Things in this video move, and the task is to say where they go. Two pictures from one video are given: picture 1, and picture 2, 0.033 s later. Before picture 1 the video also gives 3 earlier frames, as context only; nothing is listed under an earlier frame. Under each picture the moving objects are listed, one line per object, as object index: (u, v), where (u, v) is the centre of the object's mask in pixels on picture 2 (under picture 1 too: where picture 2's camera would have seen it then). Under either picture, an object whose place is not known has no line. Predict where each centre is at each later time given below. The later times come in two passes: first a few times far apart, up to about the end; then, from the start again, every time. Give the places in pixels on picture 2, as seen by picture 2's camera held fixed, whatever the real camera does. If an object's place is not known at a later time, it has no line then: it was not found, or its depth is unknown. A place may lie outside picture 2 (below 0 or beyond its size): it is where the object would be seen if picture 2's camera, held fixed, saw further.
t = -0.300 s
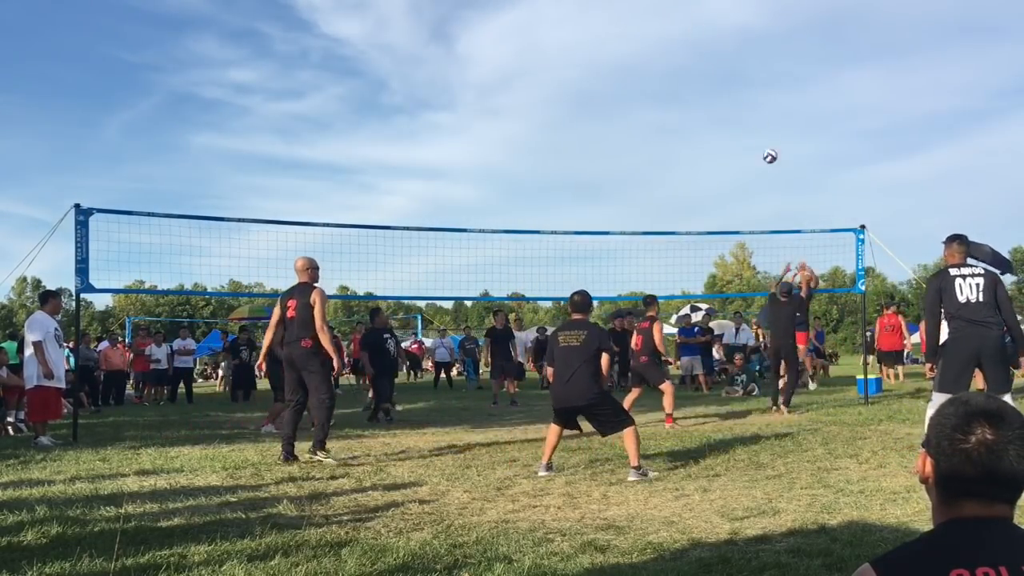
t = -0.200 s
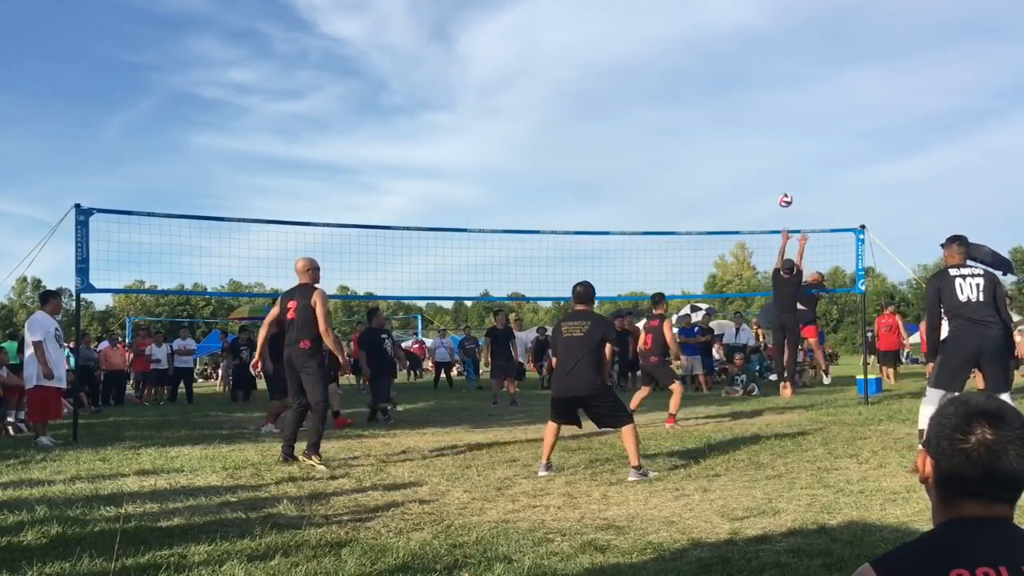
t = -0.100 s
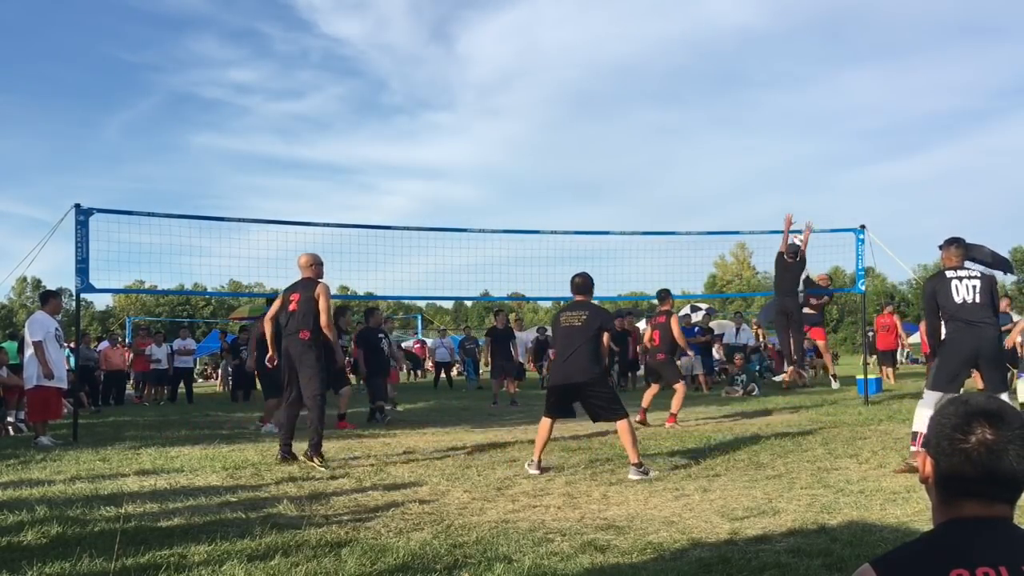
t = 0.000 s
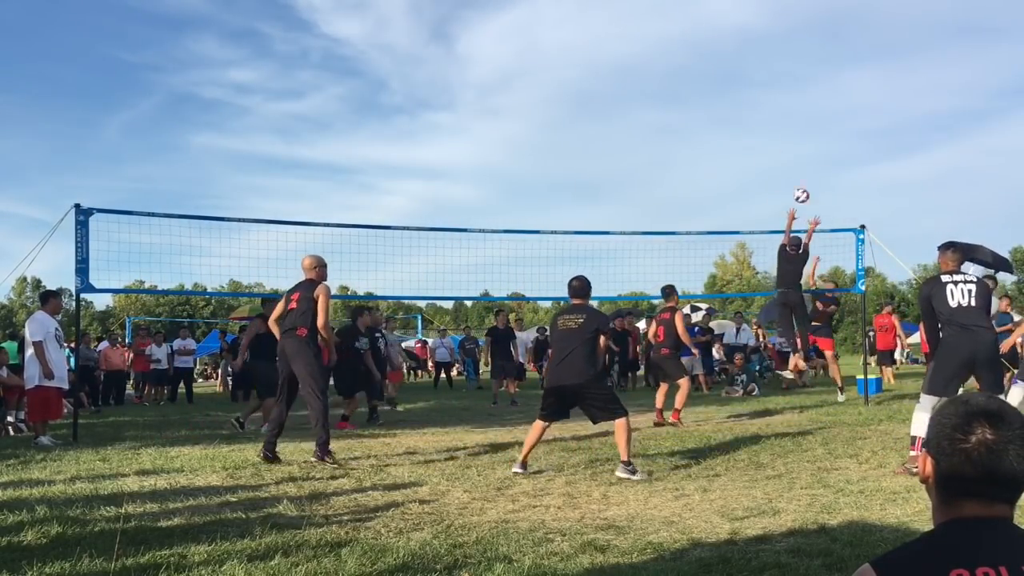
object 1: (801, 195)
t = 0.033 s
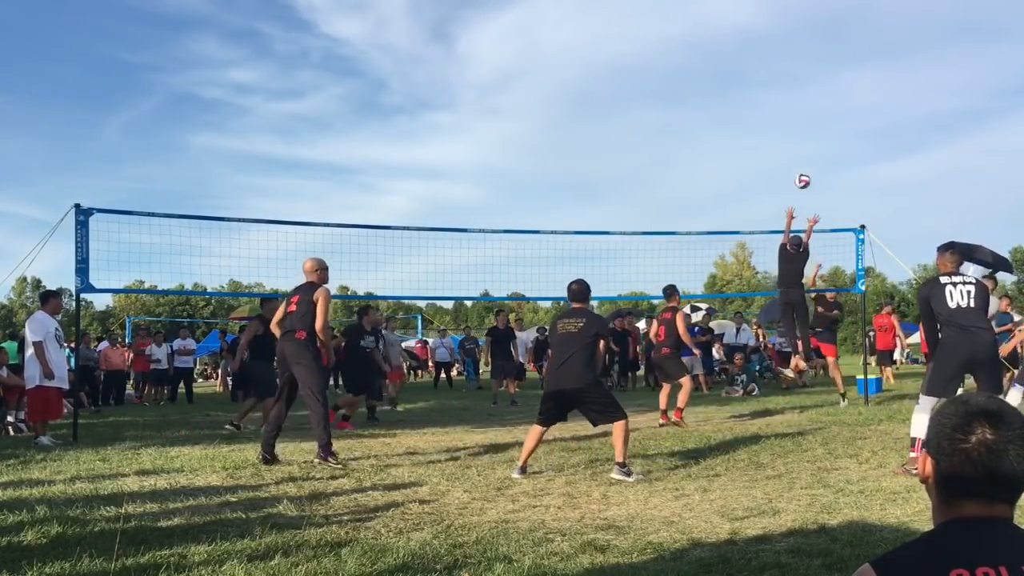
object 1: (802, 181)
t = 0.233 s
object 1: (807, 105)
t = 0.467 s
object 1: (816, 43)
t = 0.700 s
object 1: (835, 30)
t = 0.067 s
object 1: (803, 167)
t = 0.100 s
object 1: (804, 154)
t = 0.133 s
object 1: (804, 140)
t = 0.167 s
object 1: (806, 128)
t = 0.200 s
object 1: (806, 116)
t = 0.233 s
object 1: (807, 105)
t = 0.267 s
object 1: (808, 94)
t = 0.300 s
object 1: (809, 83)
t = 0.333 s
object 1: (810, 74)
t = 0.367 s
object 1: (811, 65)
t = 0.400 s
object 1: (812, 57)
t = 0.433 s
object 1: (814, 49)
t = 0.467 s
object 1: (816, 43)
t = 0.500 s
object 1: (818, 37)
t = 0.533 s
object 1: (820, 33)
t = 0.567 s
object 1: (822, 30)
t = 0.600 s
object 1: (825, 28)
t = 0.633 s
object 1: (828, 27)
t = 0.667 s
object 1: (831, 28)
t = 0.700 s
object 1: (835, 30)
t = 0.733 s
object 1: (839, 35)
